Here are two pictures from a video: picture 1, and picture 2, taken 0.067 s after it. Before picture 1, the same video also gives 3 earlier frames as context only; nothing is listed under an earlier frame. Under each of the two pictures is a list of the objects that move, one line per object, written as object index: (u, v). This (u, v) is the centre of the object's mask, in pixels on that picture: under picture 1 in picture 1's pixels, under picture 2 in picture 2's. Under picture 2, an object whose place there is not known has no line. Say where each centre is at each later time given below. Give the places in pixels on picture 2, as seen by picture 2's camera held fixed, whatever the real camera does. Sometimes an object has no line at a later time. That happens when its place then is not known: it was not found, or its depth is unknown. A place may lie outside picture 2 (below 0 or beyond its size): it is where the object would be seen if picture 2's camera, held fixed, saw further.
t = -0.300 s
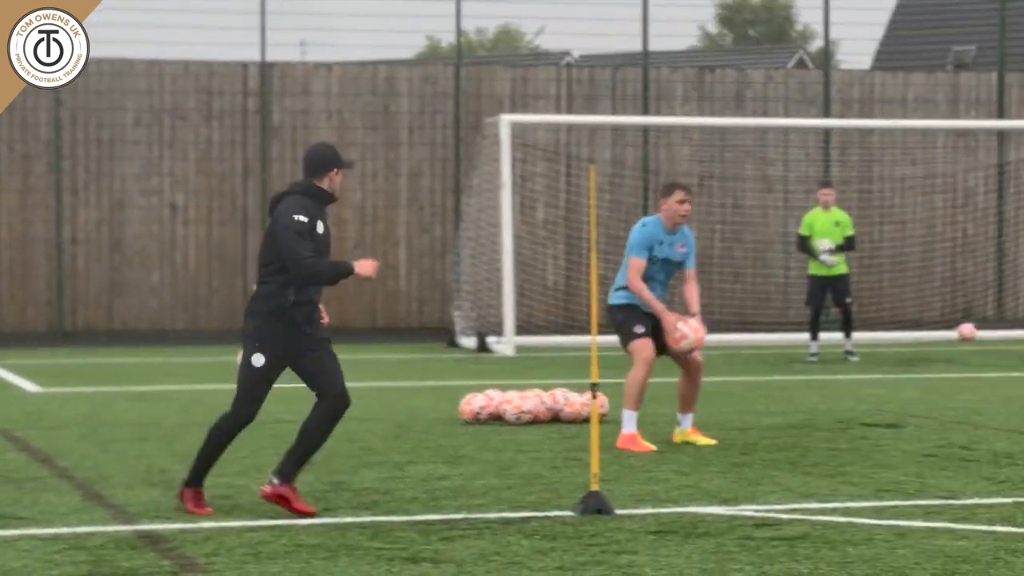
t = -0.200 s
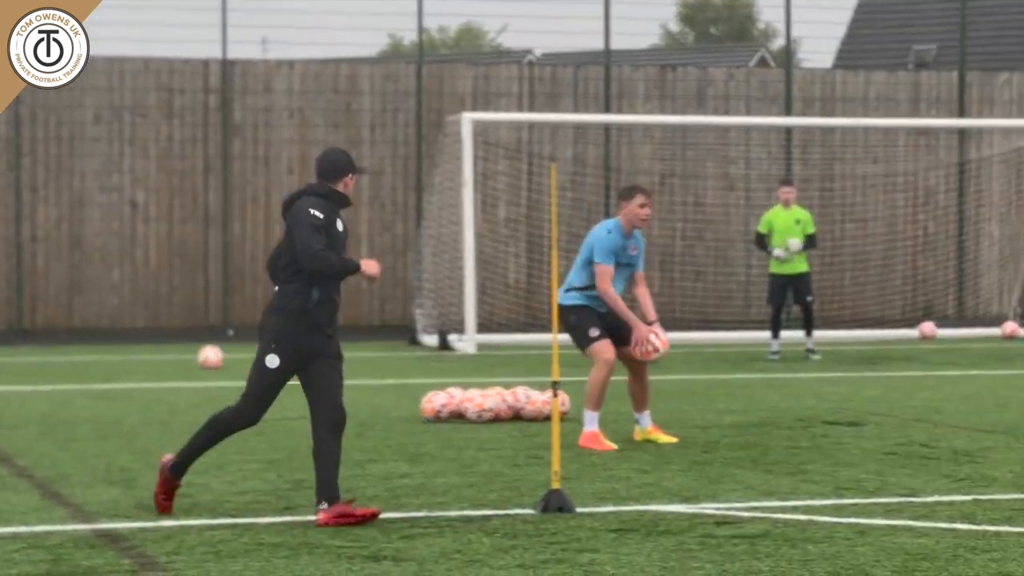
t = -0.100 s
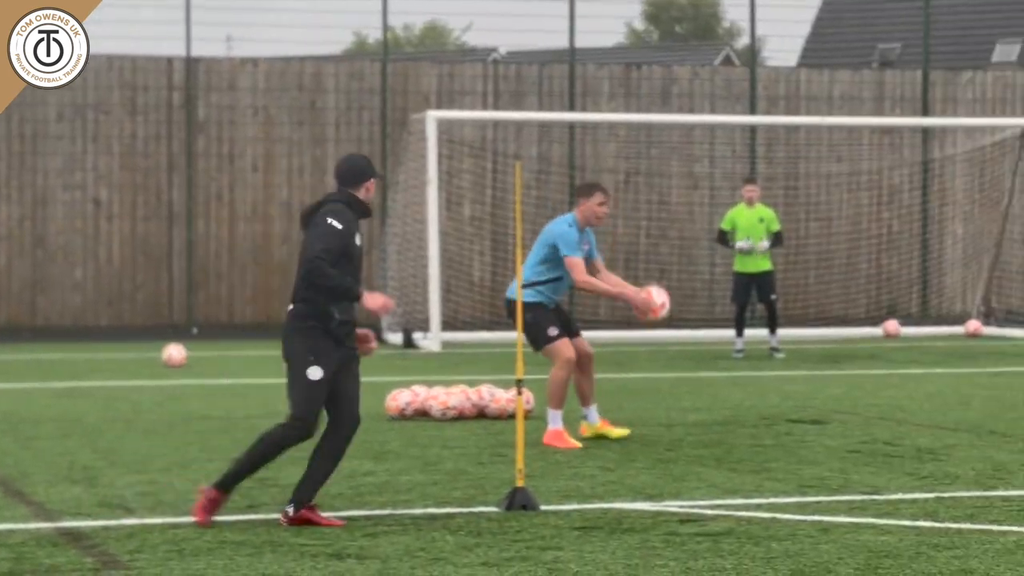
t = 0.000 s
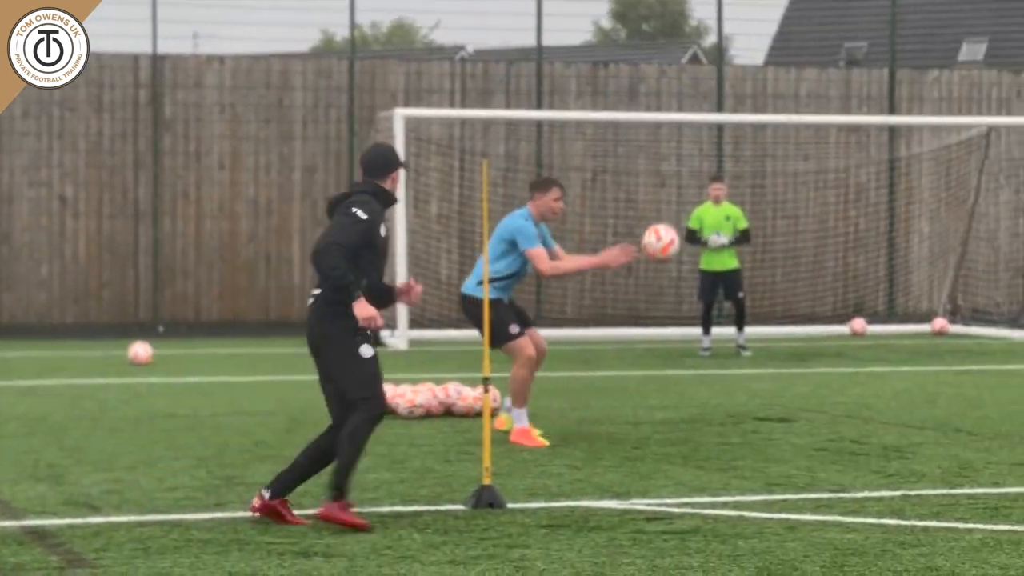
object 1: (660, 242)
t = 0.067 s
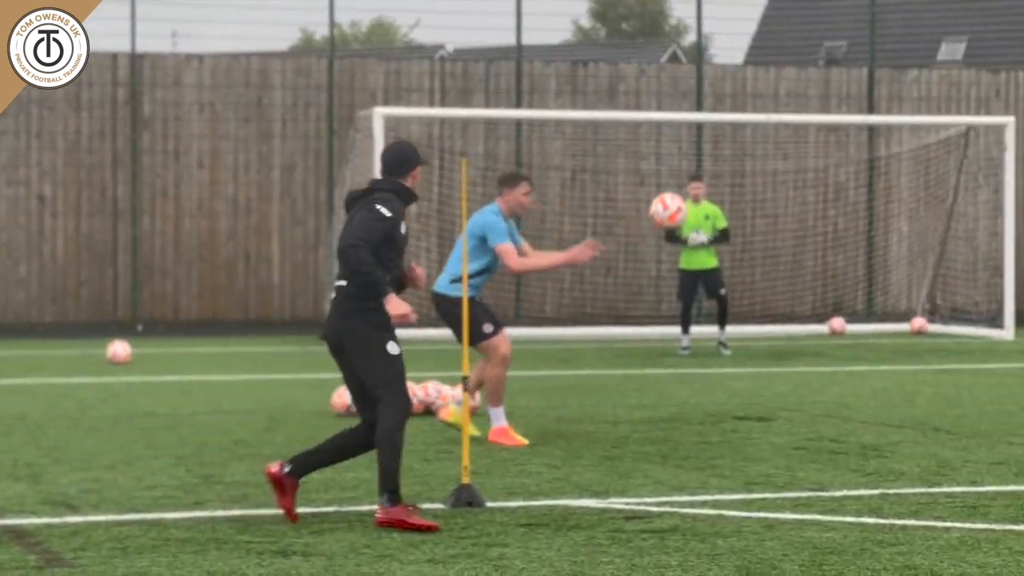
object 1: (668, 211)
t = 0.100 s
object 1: (679, 197)
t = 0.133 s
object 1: (690, 186)
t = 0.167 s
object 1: (701, 177)
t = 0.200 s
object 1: (713, 170)
